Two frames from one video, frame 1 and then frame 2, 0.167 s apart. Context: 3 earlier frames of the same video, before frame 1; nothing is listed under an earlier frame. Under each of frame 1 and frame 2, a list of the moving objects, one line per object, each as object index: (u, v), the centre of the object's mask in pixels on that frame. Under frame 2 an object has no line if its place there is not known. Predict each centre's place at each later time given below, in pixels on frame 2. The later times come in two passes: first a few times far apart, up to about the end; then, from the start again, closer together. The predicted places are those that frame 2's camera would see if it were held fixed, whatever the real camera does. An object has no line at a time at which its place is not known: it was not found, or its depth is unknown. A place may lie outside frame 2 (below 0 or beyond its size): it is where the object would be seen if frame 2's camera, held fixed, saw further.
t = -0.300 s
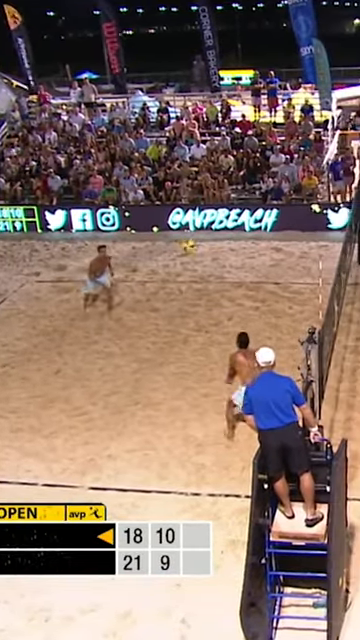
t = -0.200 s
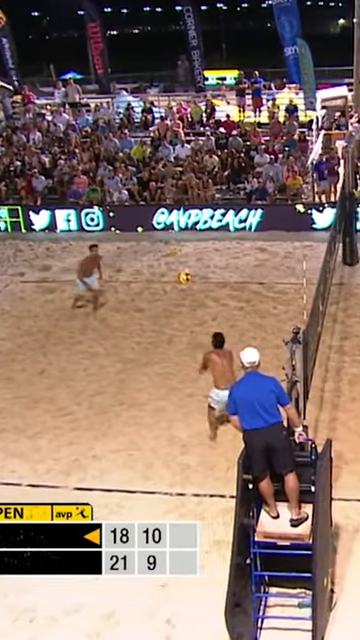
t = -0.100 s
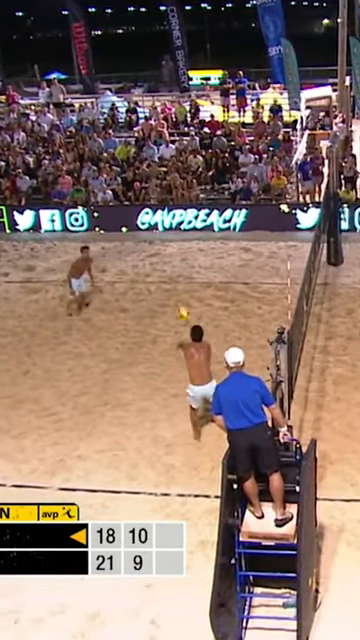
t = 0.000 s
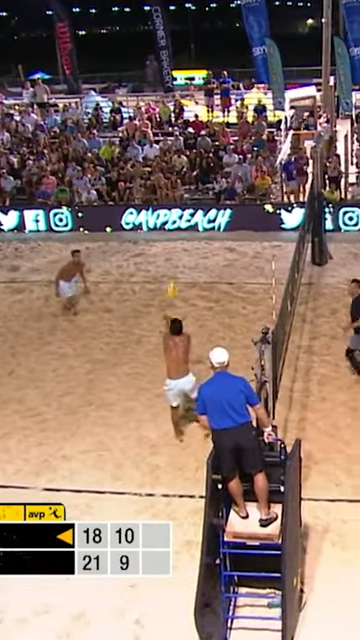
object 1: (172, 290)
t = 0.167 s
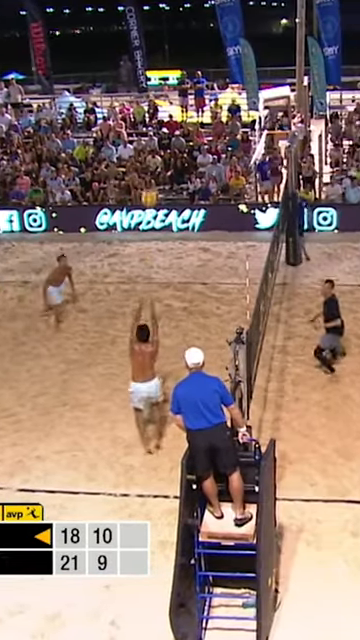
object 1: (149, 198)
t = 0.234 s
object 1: (151, 166)
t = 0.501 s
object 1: (157, 66)
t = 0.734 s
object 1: (165, 39)
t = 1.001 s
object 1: (176, 53)
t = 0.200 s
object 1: (149, 182)
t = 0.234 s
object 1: (151, 166)
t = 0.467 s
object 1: (156, 75)
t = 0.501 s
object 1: (157, 66)
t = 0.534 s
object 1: (158, 61)
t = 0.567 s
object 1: (159, 56)
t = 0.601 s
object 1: (161, 51)
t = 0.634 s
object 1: (162, 47)
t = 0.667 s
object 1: (163, 44)
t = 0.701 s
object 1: (164, 41)
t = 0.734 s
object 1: (165, 39)
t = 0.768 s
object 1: (167, 38)
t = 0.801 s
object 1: (168, 38)
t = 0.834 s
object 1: (169, 39)
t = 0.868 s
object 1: (171, 41)
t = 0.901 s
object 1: (172, 43)
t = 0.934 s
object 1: (173, 45)
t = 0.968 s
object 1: (175, 49)
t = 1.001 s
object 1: (176, 53)
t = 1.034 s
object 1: (177, 58)
